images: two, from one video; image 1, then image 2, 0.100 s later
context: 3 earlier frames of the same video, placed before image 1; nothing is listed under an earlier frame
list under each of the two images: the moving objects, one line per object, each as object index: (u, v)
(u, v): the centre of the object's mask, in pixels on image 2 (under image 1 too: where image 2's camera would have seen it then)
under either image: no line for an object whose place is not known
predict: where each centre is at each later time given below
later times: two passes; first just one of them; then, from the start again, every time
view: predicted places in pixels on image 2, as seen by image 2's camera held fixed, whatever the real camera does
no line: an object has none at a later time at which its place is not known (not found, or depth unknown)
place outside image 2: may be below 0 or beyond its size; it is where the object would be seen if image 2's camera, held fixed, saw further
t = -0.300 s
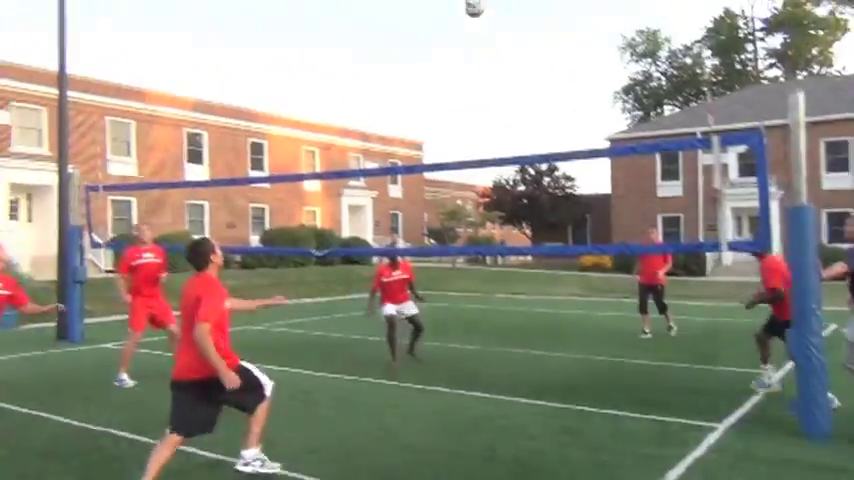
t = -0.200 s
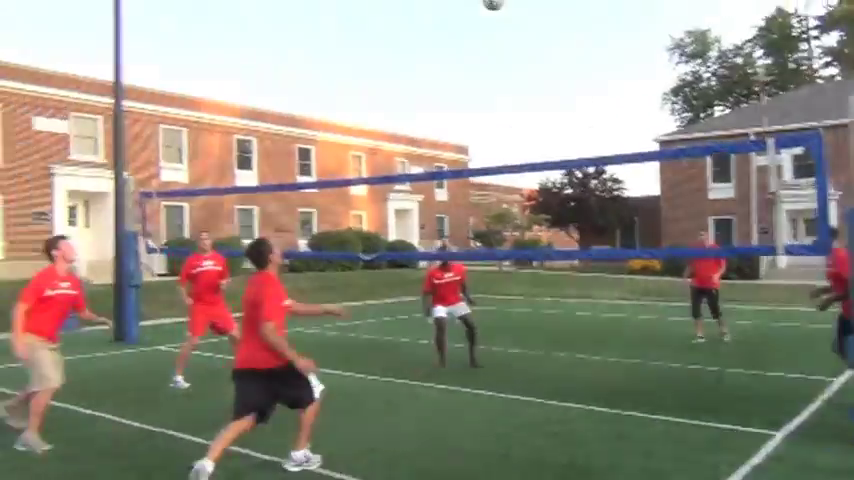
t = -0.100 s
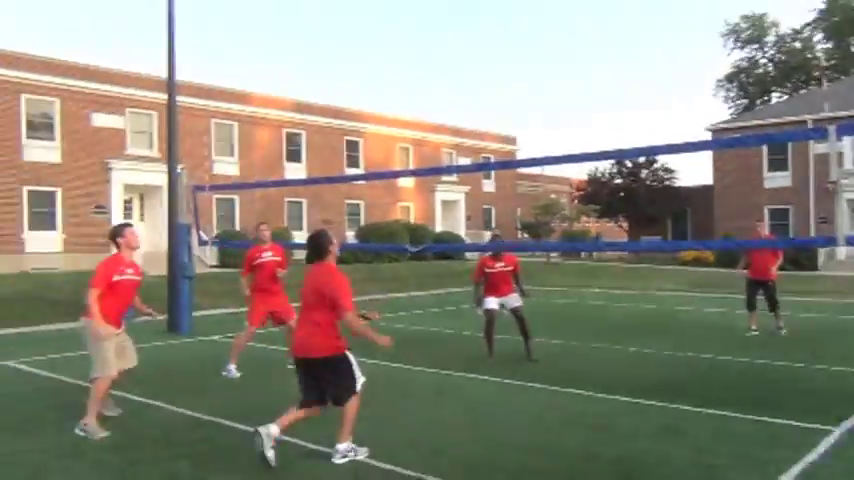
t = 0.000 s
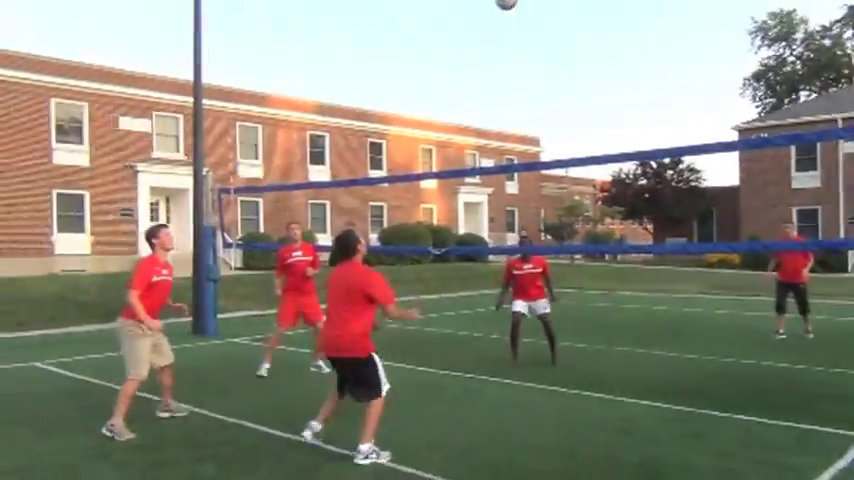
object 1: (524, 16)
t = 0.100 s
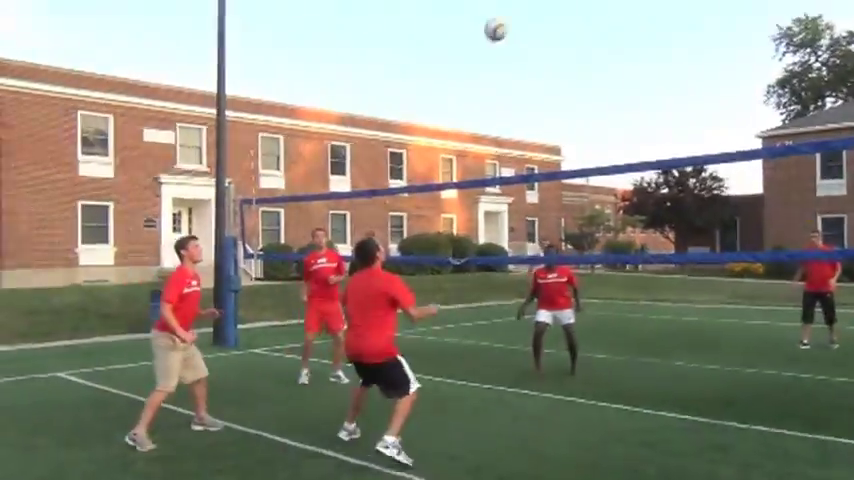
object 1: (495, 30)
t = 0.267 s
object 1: (440, 95)
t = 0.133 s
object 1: (485, 39)
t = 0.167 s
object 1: (472, 52)
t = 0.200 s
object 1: (461, 66)
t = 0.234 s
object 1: (451, 81)
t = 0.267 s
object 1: (440, 95)
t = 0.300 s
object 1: (428, 111)
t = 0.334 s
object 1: (417, 131)
